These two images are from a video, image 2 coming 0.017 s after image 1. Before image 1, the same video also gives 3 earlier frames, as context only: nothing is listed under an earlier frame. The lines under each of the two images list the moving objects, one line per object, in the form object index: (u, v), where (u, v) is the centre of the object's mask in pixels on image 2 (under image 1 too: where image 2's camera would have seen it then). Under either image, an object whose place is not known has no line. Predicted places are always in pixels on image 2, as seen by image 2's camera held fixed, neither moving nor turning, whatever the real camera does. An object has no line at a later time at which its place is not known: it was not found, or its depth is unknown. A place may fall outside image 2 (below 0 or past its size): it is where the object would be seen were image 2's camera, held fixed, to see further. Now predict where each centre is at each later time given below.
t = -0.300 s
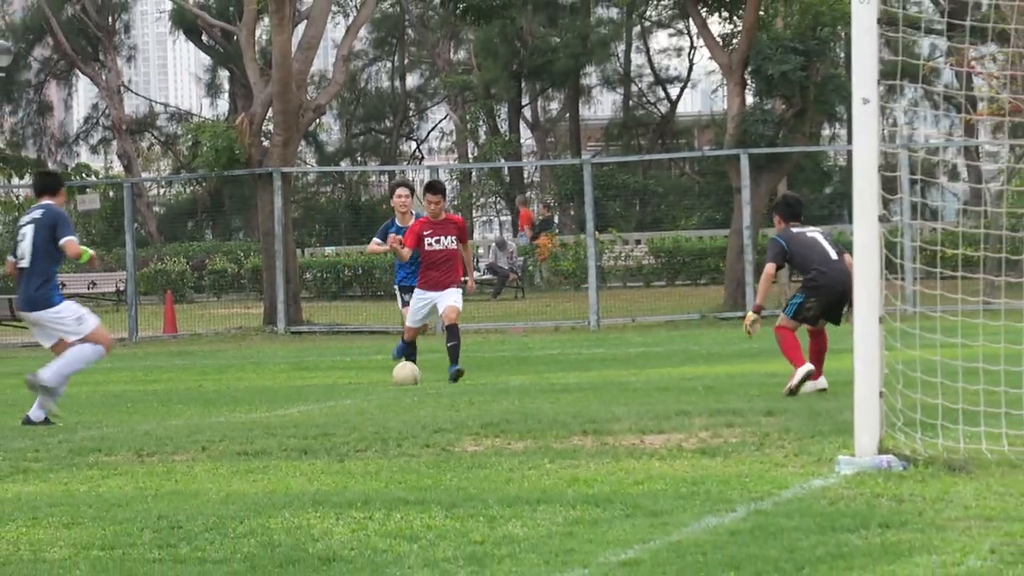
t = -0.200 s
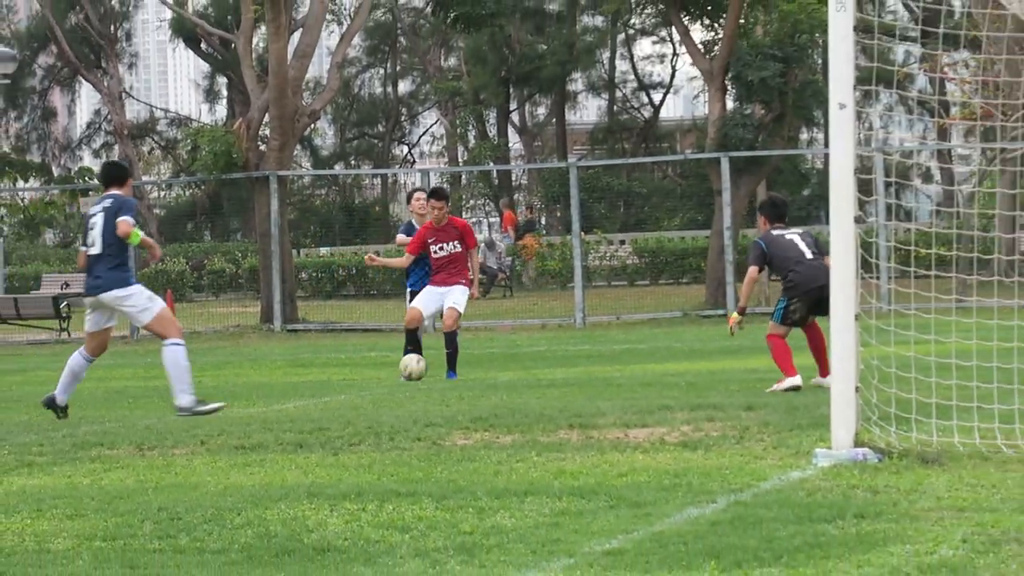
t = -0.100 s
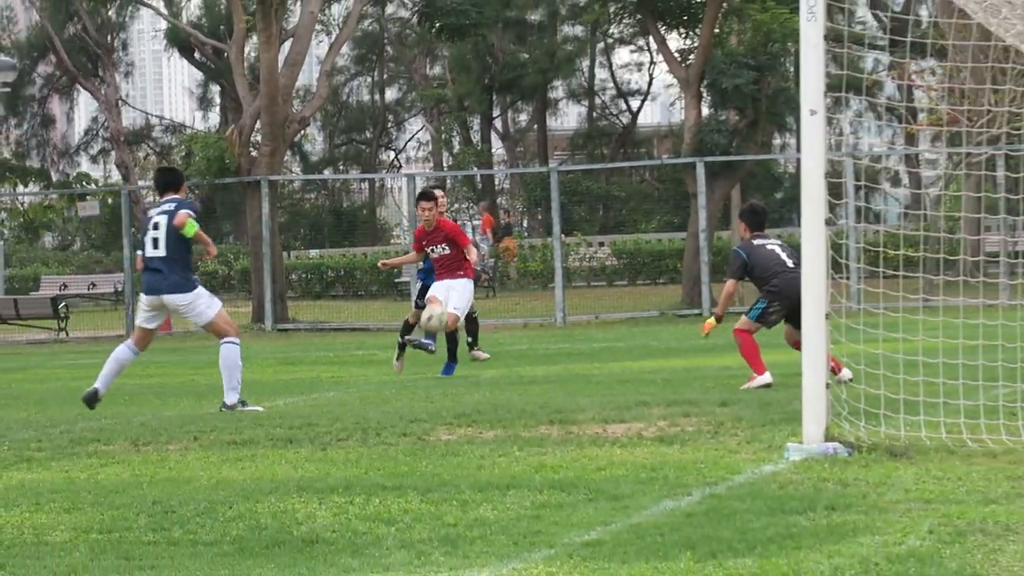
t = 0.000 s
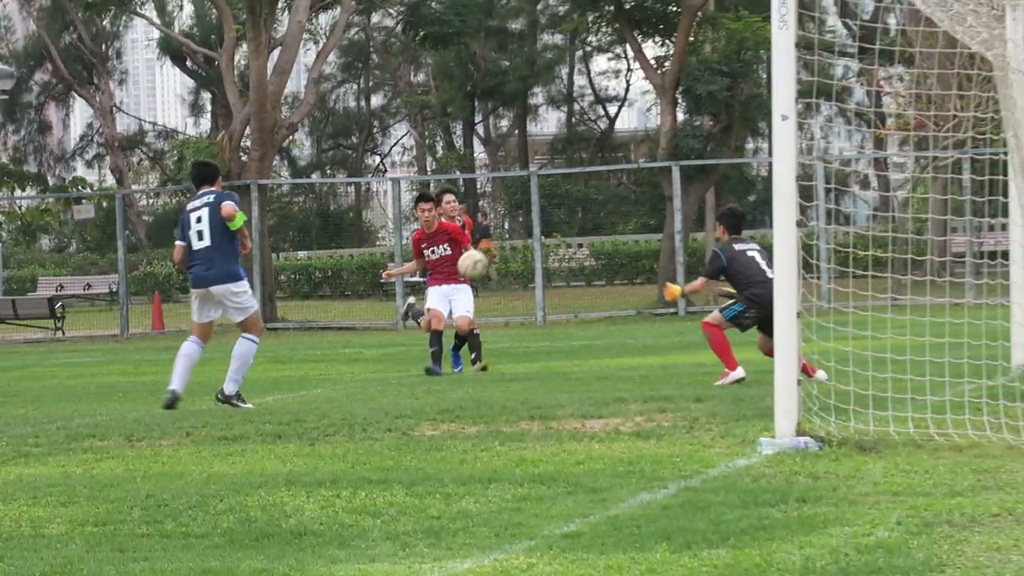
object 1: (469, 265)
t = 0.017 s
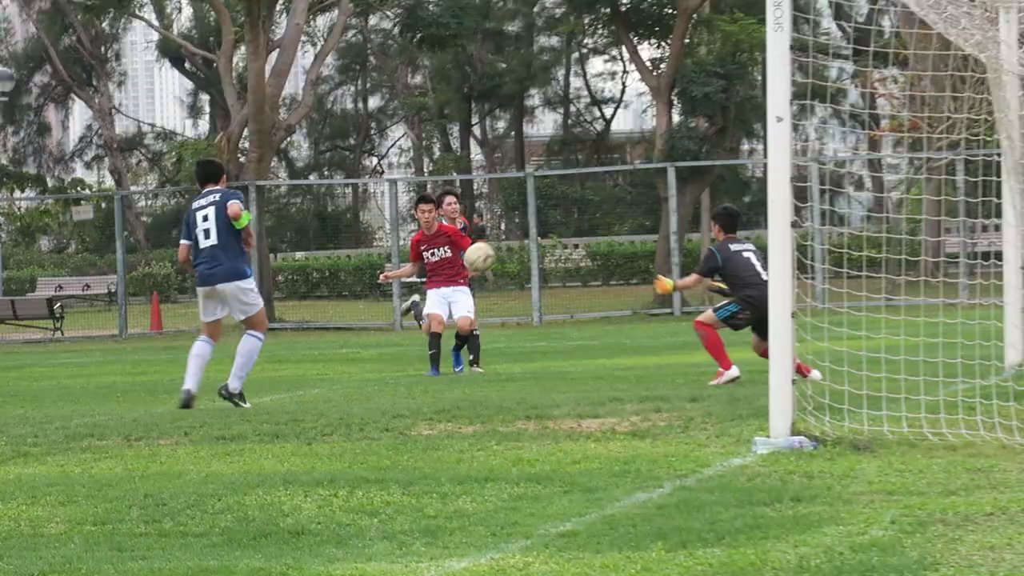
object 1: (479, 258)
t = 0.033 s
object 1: (488, 250)
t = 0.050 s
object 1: (500, 241)
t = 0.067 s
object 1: (512, 234)
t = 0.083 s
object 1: (523, 230)
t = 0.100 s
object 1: (535, 221)
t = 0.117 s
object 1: (548, 215)
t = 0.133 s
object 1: (561, 210)
